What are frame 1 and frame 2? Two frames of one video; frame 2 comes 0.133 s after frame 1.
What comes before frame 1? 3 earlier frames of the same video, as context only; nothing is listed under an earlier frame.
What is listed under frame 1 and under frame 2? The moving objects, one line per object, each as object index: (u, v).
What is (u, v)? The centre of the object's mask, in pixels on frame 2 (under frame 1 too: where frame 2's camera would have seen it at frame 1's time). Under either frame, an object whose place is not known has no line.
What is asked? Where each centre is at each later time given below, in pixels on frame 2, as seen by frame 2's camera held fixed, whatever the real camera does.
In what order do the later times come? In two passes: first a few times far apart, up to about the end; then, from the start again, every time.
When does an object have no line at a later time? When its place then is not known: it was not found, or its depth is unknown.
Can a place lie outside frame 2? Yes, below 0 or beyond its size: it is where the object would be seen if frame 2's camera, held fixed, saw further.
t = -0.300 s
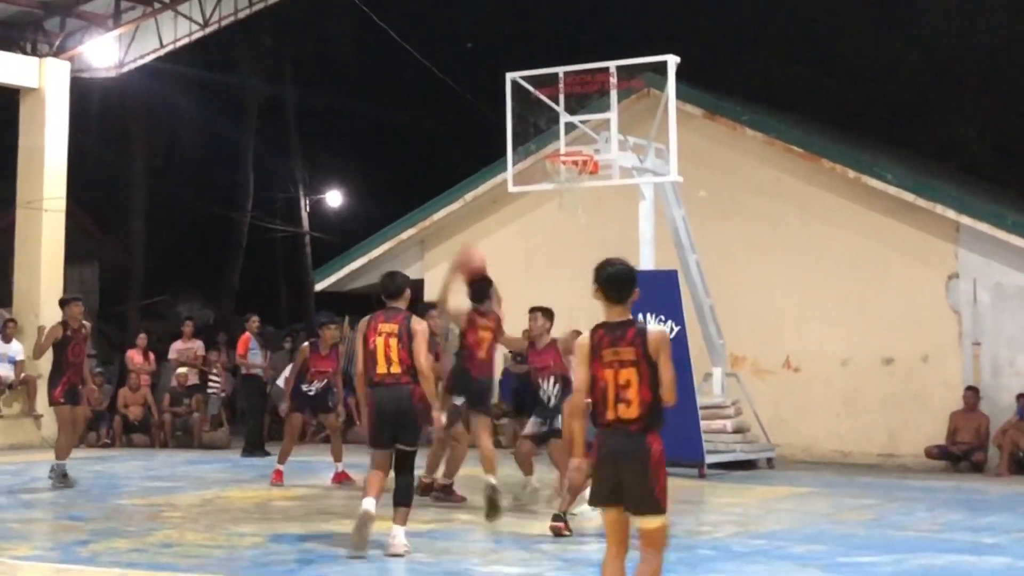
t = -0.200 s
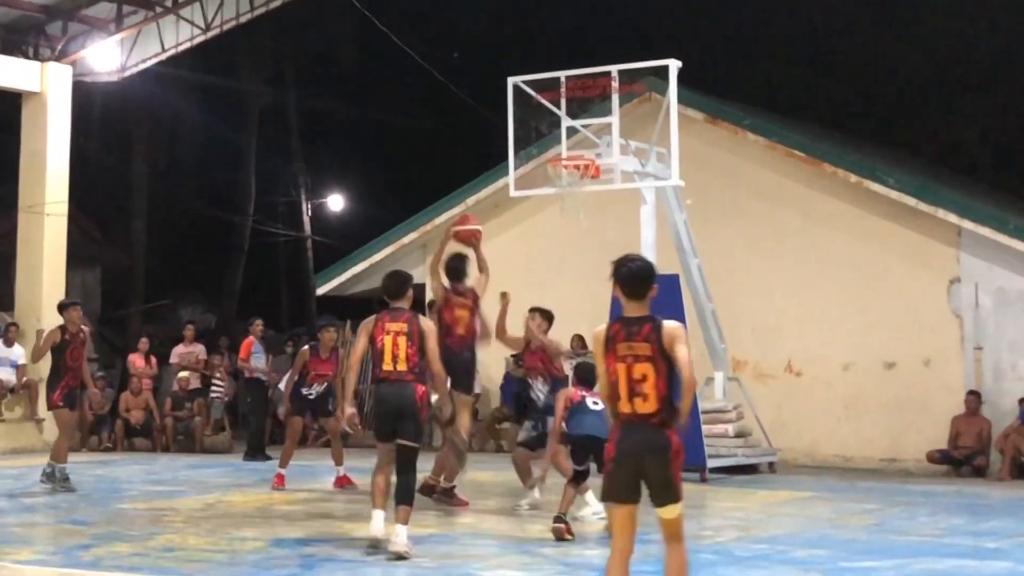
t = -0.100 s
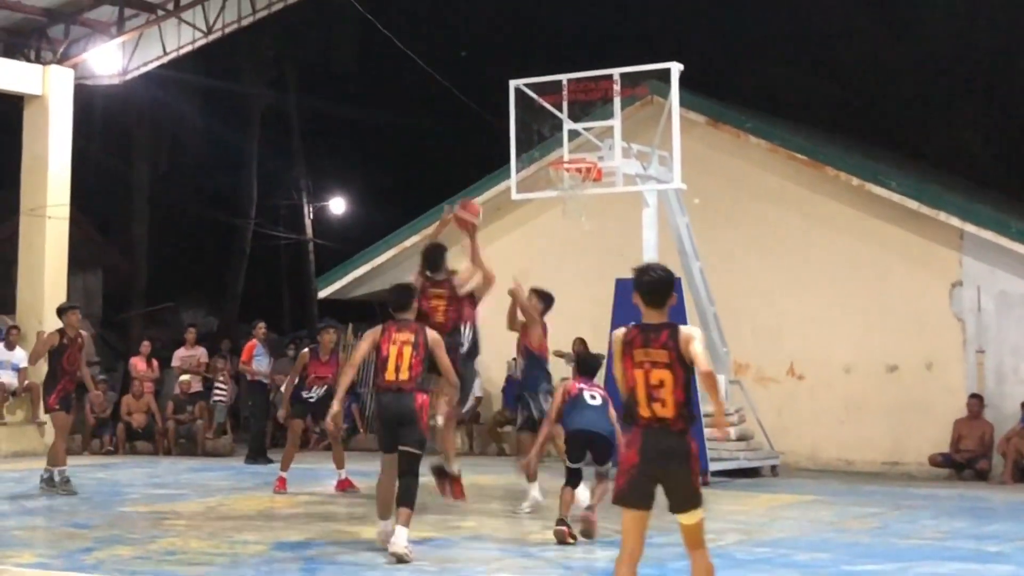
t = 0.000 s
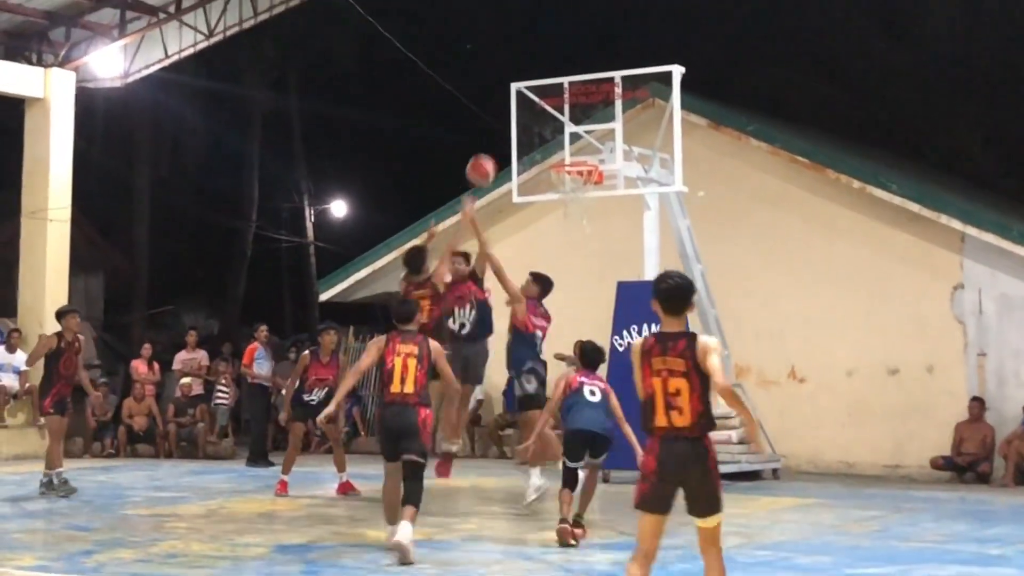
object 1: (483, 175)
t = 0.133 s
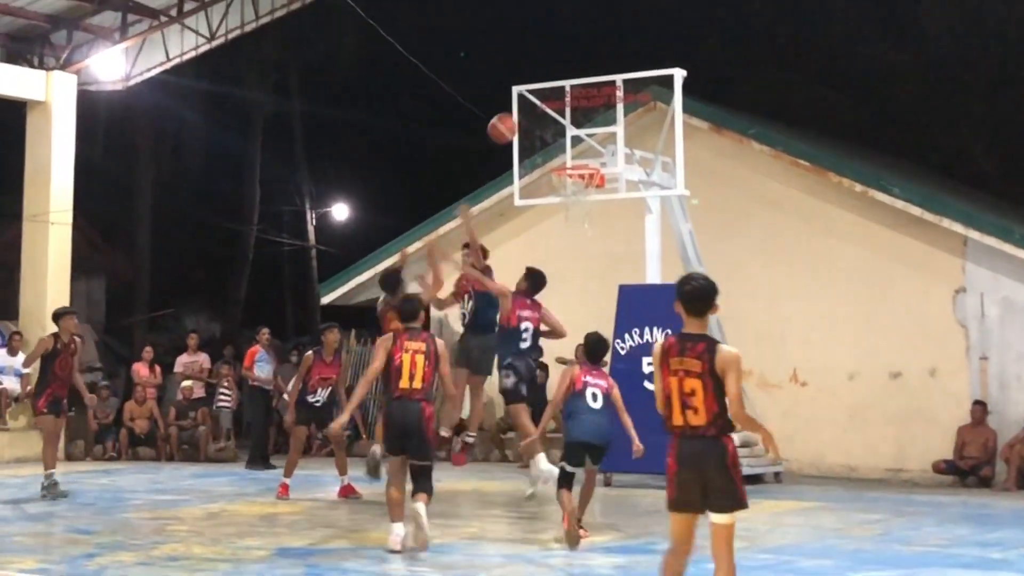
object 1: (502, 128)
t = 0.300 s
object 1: (527, 103)
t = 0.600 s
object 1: (561, 132)
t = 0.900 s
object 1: (571, 184)
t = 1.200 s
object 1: (567, 213)
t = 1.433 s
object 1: (568, 297)
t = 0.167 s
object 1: (507, 121)
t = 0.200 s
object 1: (512, 115)
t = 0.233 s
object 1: (517, 109)
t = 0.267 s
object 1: (522, 105)
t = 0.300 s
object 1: (527, 103)
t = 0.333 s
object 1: (530, 102)
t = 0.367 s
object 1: (533, 102)
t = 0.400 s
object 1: (539, 102)
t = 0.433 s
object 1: (543, 104)
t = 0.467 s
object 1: (547, 108)
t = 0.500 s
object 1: (551, 112)
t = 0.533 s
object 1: (554, 118)
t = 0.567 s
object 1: (557, 125)
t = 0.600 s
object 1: (561, 132)
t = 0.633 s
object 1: (565, 139)
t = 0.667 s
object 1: (569, 149)
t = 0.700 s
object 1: (574, 158)
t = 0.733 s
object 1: (577, 171)
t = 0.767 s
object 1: (577, 175)
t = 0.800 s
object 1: (575, 181)
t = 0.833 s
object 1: (574, 186)
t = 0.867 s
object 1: (572, 186)
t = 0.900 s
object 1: (571, 184)
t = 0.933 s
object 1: (568, 183)
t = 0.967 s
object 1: (568, 184)
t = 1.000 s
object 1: (566, 186)
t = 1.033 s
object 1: (566, 188)
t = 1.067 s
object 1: (567, 192)
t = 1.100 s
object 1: (568, 195)
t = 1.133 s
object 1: (567, 200)
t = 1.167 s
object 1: (567, 207)
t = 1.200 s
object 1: (567, 213)
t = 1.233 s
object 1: (567, 222)
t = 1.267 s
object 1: (568, 232)
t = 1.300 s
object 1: (568, 244)
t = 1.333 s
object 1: (568, 255)
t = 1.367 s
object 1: (568, 268)
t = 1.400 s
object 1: (568, 282)
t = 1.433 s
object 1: (568, 297)
